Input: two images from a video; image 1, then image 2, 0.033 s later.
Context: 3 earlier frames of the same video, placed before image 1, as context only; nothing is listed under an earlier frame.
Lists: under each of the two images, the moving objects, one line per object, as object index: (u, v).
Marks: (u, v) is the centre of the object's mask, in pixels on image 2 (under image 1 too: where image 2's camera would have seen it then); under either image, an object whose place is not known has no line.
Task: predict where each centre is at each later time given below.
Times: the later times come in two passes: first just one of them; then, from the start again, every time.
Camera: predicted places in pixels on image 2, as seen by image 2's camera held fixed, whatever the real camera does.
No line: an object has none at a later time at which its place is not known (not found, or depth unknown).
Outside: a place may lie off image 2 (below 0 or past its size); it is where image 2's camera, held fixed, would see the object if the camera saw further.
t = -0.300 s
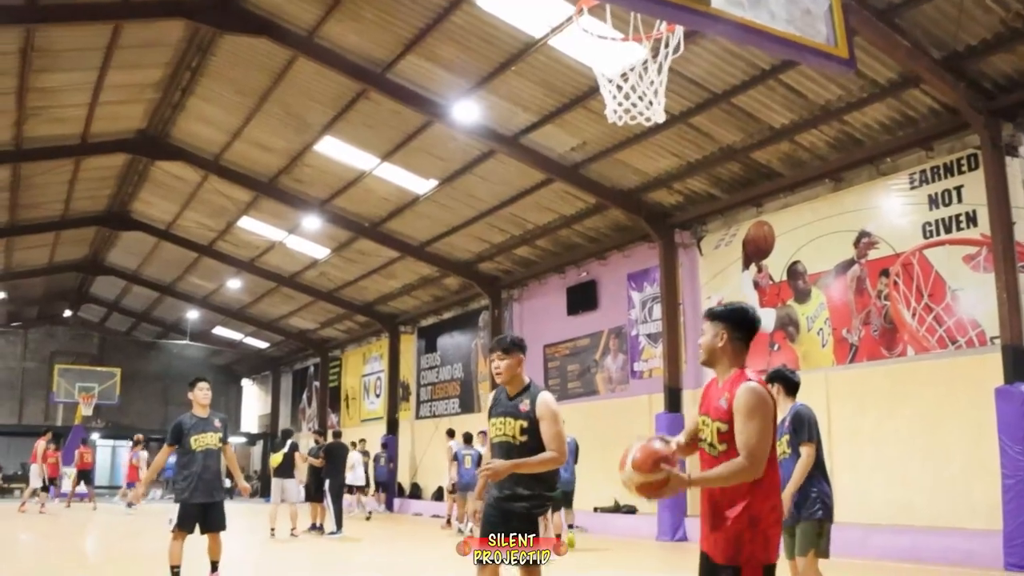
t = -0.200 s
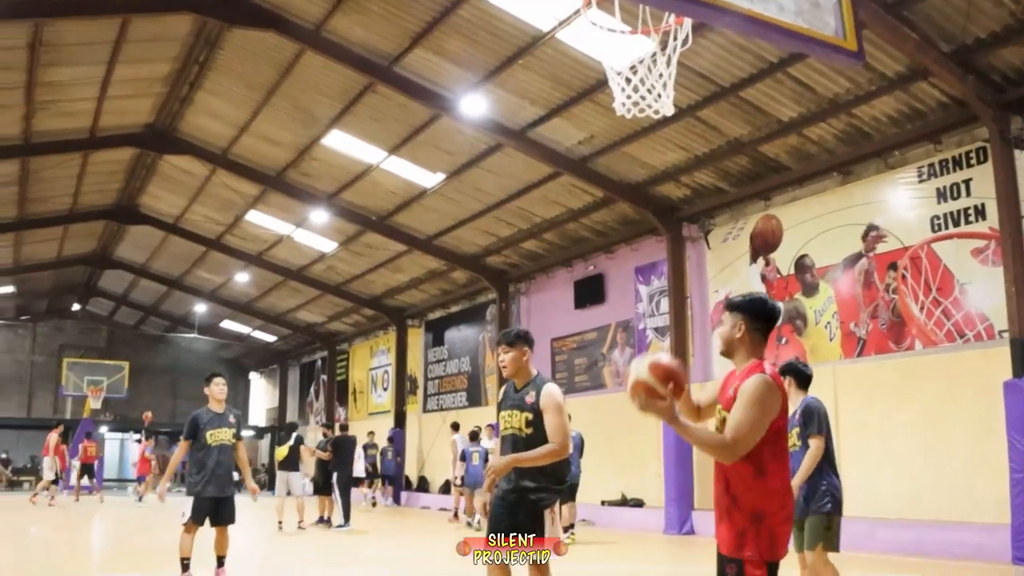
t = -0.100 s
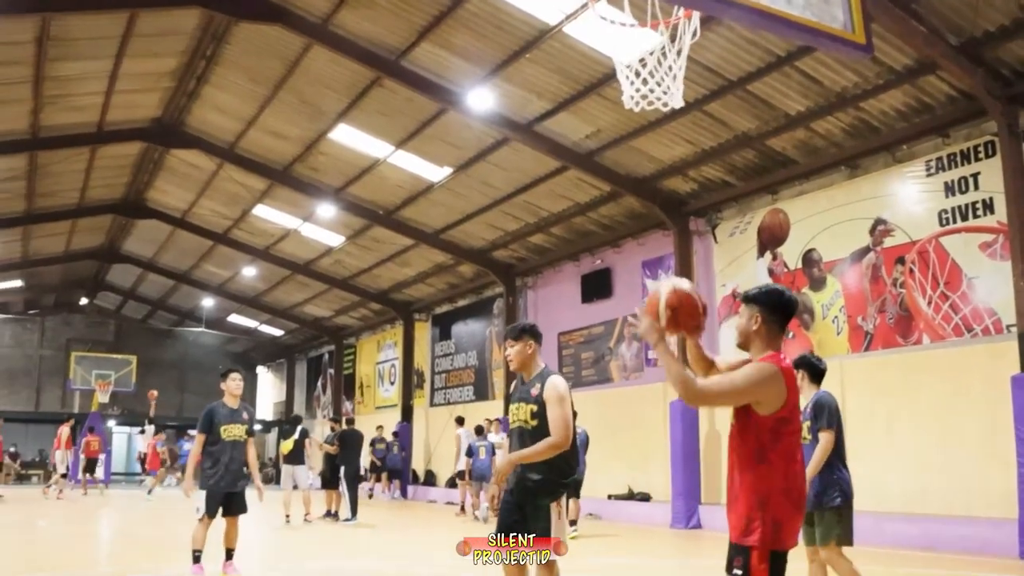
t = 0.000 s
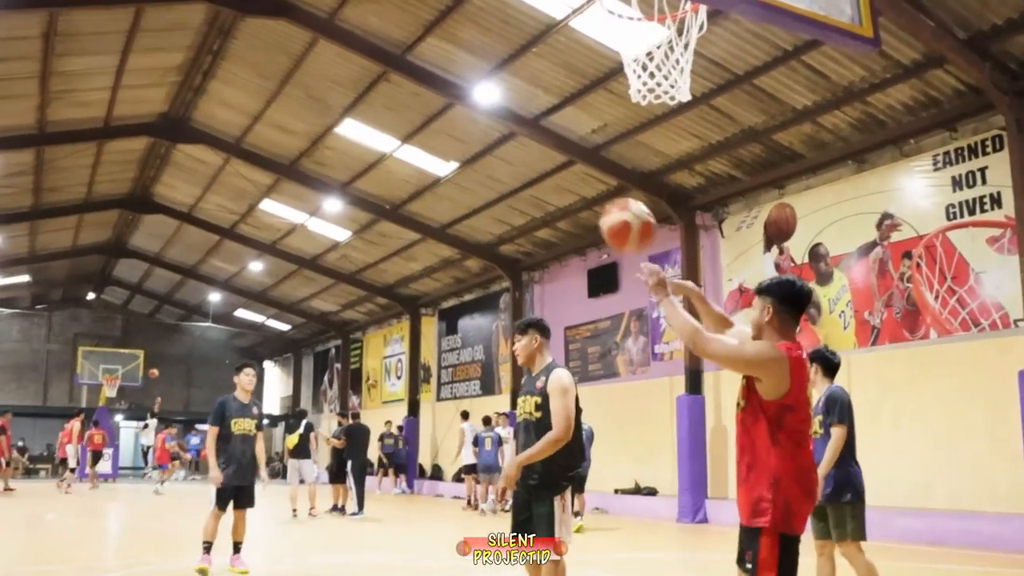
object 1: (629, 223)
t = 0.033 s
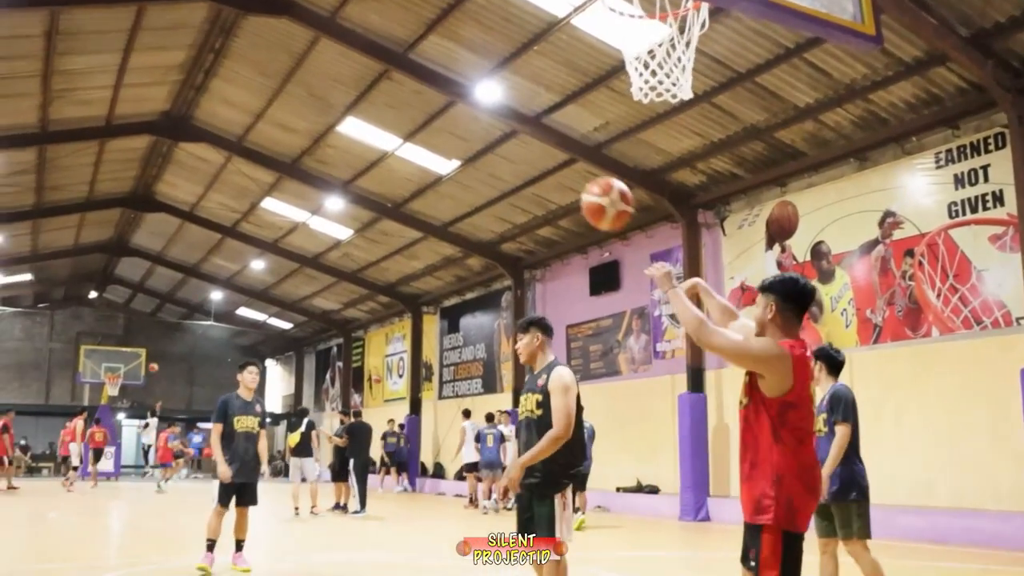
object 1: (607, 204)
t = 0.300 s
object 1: (470, 140)
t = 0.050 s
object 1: (596, 195)
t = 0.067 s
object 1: (586, 187)
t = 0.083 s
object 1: (575, 179)
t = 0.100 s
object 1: (565, 172)
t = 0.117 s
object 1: (556, 167)
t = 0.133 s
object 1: (546, 161)
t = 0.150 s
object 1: (538, 157)
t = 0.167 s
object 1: (528, 153)
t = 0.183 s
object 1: (519, 149)
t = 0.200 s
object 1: (512, 146)
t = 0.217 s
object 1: (505, 144)
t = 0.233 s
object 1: (497, 142)
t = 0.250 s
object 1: (490, 141)
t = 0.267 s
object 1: (483, 140)
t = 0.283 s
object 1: (476, 141)
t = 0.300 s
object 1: (470, 140)
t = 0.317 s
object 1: (463, 140)
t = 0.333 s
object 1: (457, 141)
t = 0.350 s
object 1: (451, 142)
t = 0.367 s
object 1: (445, 144)
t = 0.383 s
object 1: (439, 146)
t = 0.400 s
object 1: (434, 148)
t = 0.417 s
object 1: (429, 151)
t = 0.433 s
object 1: (423, 154)
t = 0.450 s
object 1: (417, 157)
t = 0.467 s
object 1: (412, 161)
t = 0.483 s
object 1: (407, 167)
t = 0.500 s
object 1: (403, 170)
